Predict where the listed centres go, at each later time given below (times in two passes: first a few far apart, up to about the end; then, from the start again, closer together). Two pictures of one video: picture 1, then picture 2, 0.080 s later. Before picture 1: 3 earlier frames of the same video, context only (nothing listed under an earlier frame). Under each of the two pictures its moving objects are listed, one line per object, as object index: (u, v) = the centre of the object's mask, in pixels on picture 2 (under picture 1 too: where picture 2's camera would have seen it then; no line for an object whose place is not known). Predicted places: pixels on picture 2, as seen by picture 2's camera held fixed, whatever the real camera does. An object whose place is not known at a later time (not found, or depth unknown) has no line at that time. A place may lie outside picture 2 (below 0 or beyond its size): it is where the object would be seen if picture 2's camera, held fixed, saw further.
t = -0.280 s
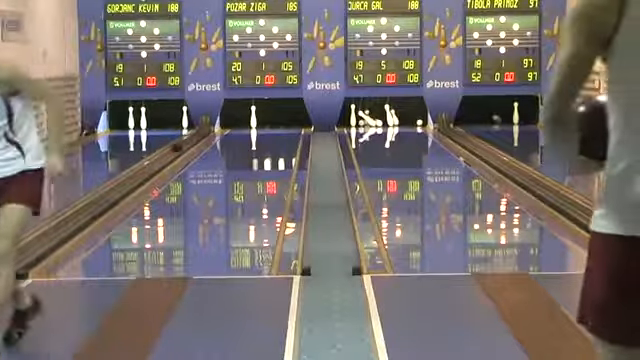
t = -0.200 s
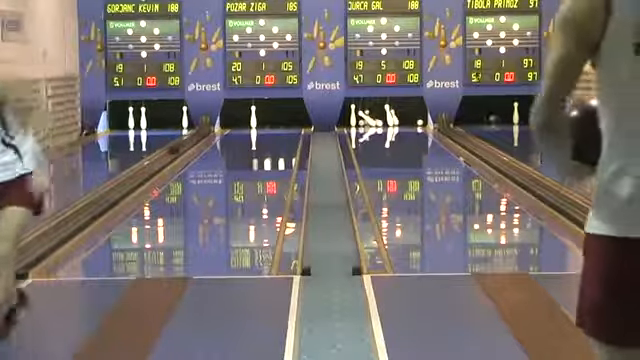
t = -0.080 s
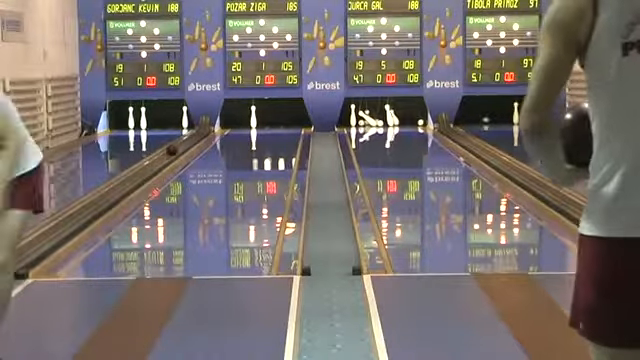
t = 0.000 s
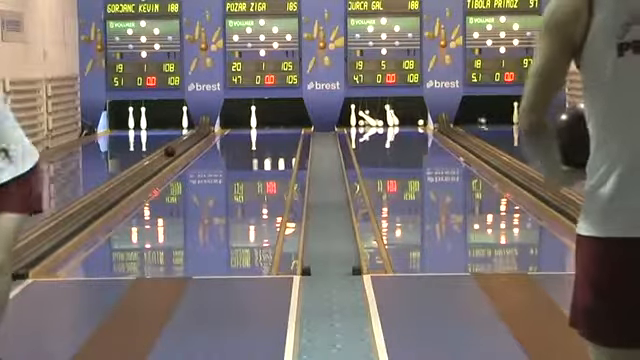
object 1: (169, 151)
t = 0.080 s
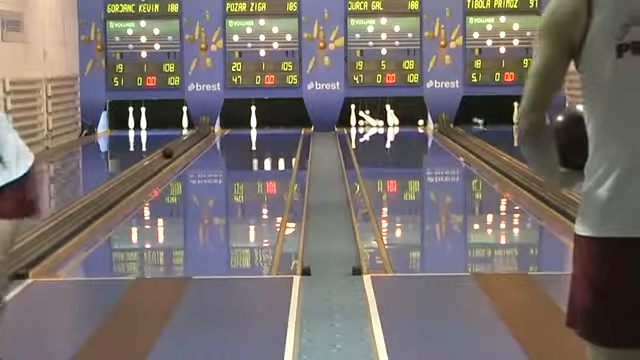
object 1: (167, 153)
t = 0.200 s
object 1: (165, 155)
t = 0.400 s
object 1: (159, 158)
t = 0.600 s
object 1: (153, 162)
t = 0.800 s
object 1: (146, 167)
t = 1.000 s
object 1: (139, 171)
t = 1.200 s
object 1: (131, 177)
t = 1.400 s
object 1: (124, 182)
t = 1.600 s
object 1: (114, 188)
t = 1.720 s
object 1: (108, 193)
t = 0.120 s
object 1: (167, 153)
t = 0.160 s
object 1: (165, 155)
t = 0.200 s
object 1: (165, 155)
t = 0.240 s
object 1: (164, 155)
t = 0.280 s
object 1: (161, 158)
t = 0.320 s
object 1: (160, 158)
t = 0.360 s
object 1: (159, 158)
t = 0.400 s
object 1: (159, 158)
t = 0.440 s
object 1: (157, 160)
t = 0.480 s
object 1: (155, 161)
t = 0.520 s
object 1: (154, 161)
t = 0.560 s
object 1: (153, 162)
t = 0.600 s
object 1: (153, 162)
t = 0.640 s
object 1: (151, 164)
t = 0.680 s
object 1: (151, 164)
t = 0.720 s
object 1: (149, 165)
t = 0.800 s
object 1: (146, 167)
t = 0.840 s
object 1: (145, 167)
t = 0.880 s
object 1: (143, 169)
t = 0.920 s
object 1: (142, 169)
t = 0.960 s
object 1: (141, 170)
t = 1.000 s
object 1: (139, 171)
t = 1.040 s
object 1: (138, 173)
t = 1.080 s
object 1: (135, 175)
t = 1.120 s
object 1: (134, 175)
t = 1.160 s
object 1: (133, 176)
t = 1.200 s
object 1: (131, 177)
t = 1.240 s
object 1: (131, 177)
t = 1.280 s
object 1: (129, 178)
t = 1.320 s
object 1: (127, 180)
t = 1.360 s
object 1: (125, 181)
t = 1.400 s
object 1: (124, 182)
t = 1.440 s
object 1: (121, 183)
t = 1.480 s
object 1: (121, 183)
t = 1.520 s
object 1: (118, 185)
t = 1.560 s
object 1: (116, 186)
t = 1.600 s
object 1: (114, 188)
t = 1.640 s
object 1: (113, 189)
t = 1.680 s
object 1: (113, 190)
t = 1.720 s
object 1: (108, 193)
